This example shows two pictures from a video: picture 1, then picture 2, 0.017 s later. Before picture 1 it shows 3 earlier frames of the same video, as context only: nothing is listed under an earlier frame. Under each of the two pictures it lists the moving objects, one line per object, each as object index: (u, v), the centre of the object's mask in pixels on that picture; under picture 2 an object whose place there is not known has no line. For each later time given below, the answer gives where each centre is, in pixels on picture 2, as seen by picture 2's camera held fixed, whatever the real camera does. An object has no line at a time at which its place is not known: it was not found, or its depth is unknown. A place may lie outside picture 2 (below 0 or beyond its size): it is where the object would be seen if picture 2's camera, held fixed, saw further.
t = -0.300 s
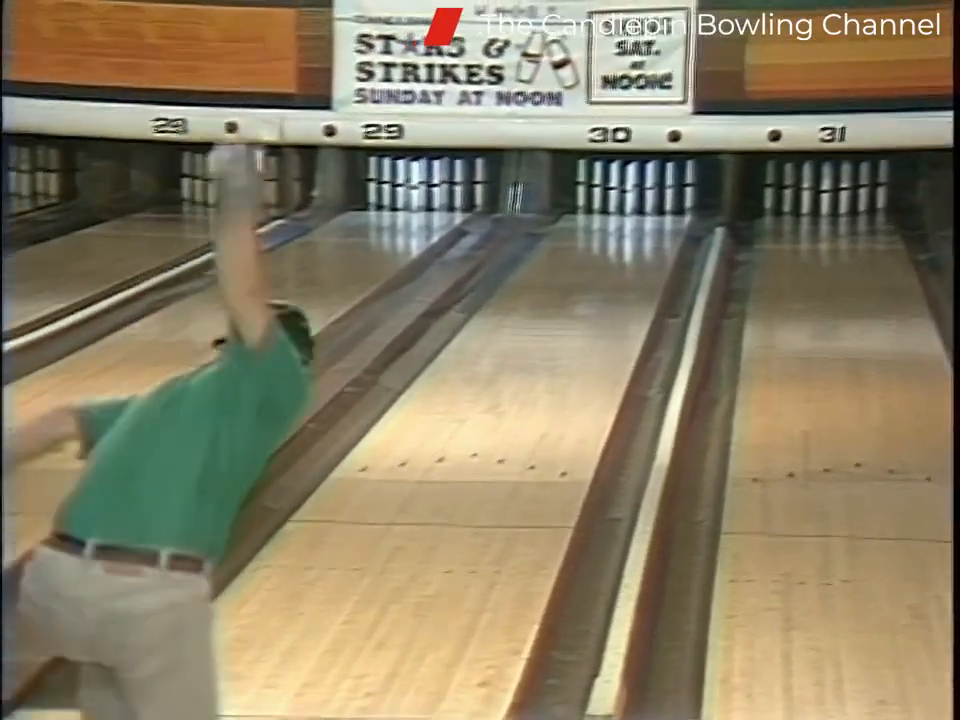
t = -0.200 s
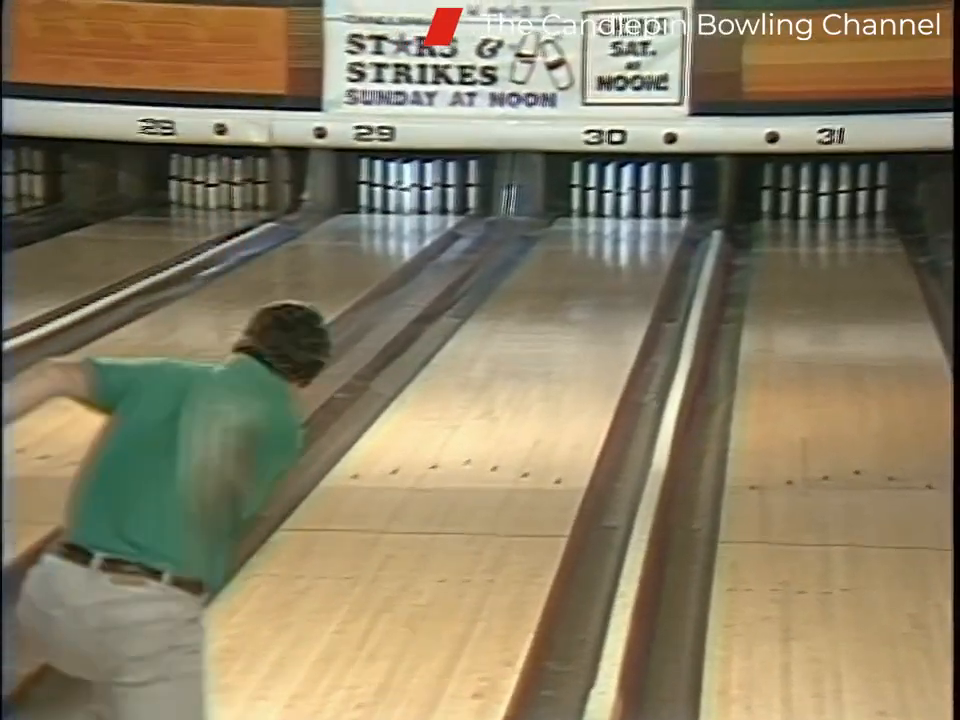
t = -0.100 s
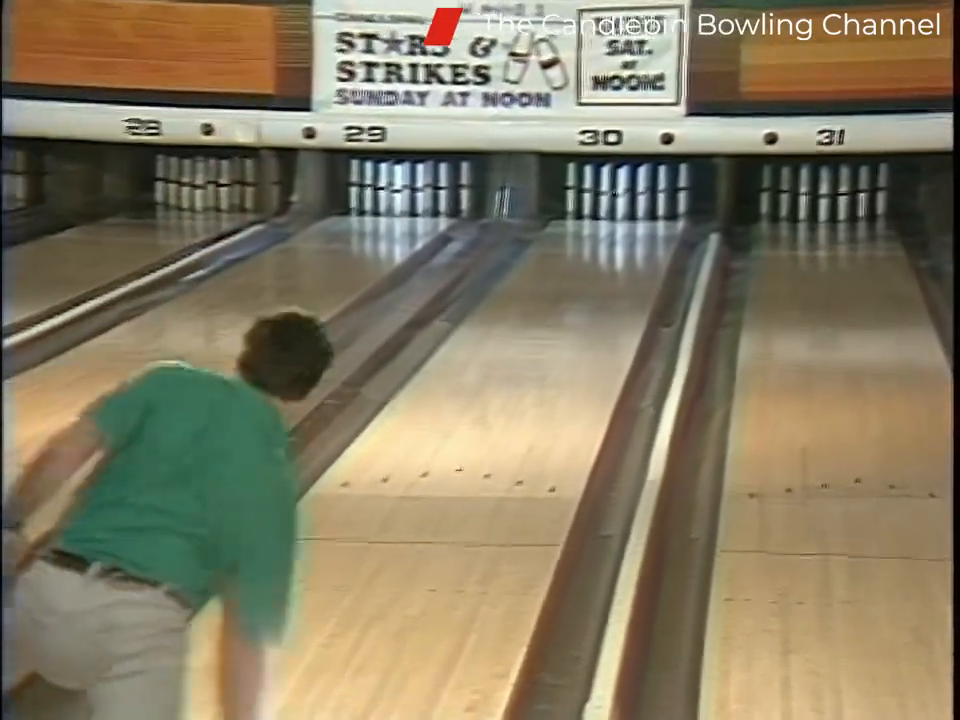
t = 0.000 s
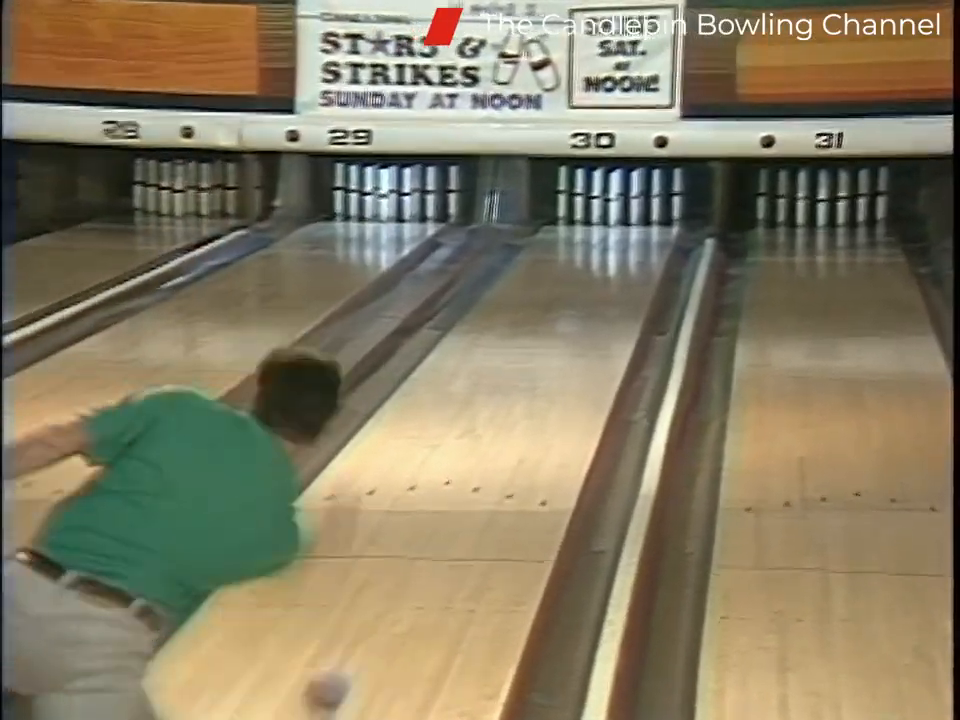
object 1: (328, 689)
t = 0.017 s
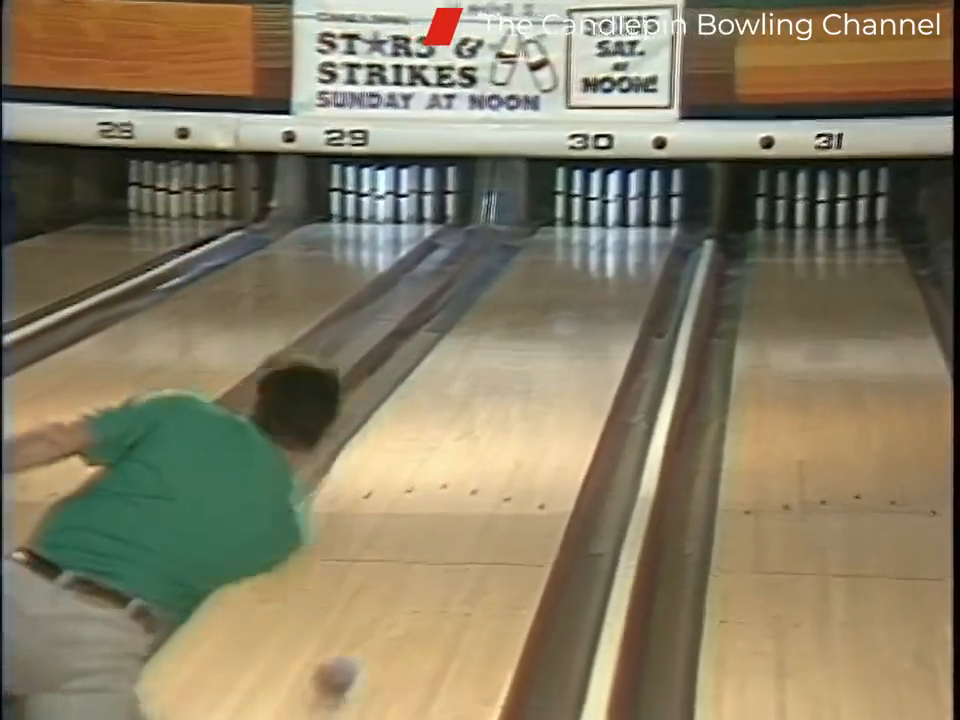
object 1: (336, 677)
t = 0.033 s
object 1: (348, 659)
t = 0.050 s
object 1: (360, 642)
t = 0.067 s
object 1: (371, 627)
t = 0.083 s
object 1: (379, 610)
